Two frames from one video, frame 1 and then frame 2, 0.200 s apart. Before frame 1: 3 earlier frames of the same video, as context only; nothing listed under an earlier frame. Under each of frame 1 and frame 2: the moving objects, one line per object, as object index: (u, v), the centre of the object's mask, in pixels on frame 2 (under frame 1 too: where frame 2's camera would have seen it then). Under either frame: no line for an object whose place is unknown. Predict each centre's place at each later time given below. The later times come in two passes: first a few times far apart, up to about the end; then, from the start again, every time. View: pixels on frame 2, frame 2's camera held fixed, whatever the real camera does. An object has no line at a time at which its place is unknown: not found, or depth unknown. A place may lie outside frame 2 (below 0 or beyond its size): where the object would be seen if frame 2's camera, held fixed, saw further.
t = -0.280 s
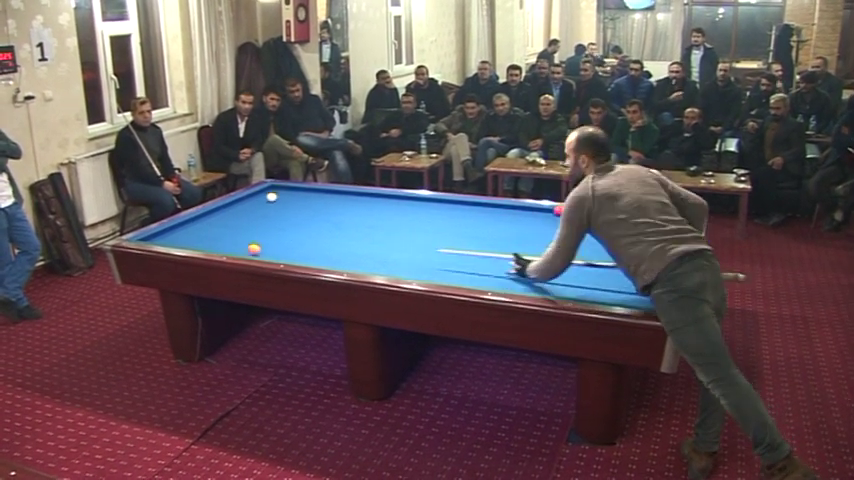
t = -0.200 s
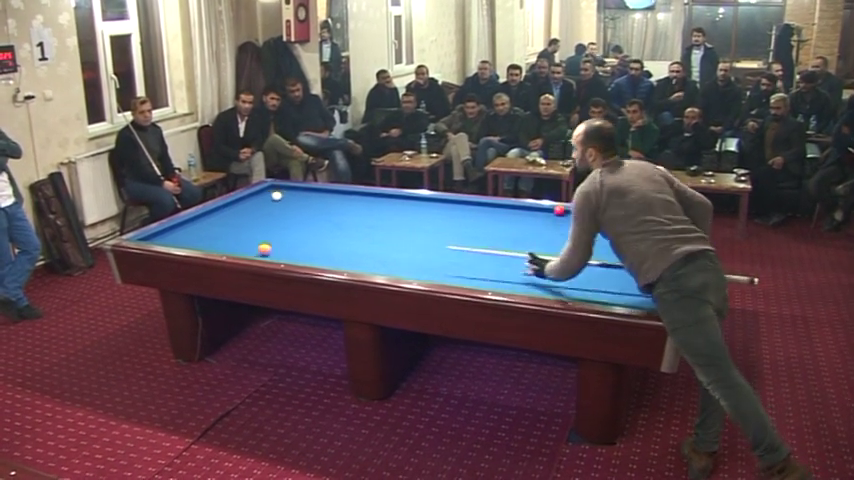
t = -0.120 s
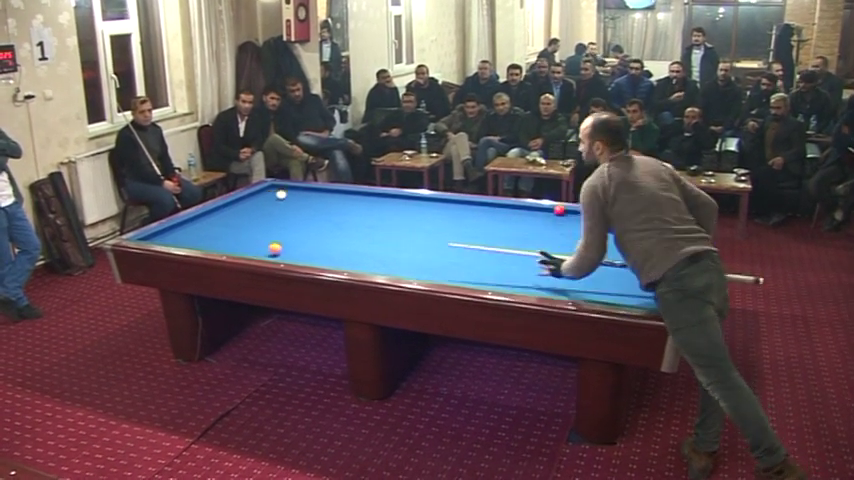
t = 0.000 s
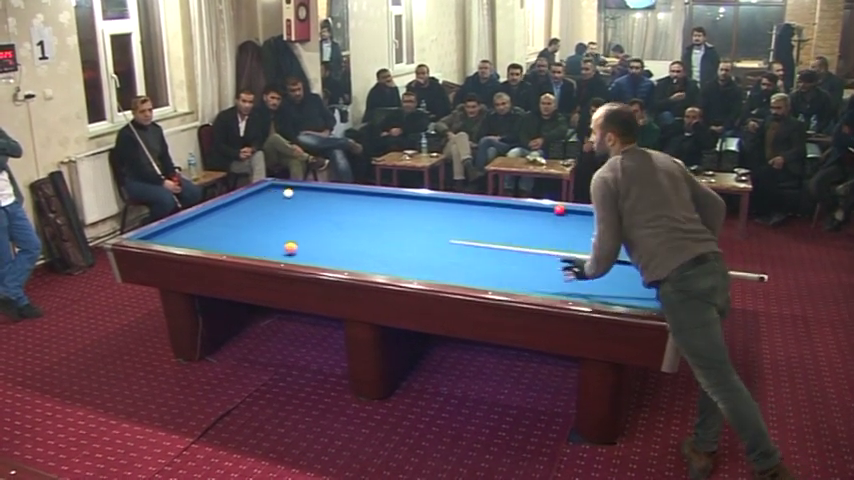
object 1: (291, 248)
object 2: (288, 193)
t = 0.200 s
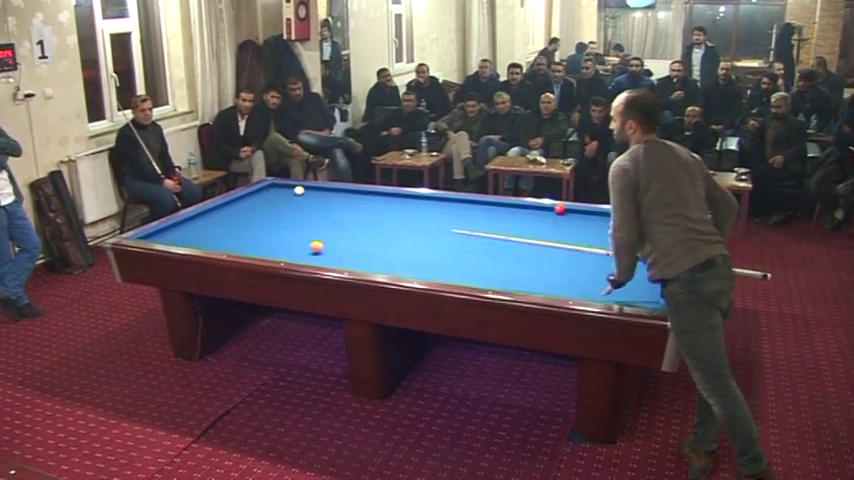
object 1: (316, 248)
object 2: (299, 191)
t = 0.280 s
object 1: (327, 248)
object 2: (303, 190)
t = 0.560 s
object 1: (363, 247)
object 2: (315, 188)
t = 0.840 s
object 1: (398, 246)
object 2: (317, 191)
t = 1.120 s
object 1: (433, 245)
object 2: (319, 193)
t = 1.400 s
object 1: (467, 245)
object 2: (321, 195)
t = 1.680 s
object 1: (500, 244)
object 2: (323, 198)
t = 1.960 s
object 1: (532, 244)
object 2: (325, 200)
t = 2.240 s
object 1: (564, 243)
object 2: (327, 202)
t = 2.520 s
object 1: (593, 241)
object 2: (328, 204)
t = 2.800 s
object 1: (622, 242)
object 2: (330, 206)
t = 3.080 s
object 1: (650, 241)
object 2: (332, 208)
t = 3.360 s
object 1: (670, 240)
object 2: (333, 210)
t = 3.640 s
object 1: (657, 236)
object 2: (335, 212)
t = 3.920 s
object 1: (643, 231)
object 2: (336, 213)
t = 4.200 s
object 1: (630, 227)
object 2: (337, 215)
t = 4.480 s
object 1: (619, 223)
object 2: (338, 217)
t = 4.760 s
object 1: (608, 220)
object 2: (339, 218)
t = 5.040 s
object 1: (598, 216)
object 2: (340, 219)
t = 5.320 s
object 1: (588, 213)
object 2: (340, 220)
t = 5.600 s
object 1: (580, 211)
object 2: (341, 221)
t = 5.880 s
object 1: (571, 212)
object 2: (341, 221)
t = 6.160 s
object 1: (563, 212)
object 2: (341, 222)
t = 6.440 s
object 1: (558, 212)
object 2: (341, 222)
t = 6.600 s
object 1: (552, 213)
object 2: (341, 222)
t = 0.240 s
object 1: (322, 248)
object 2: (301, 190)
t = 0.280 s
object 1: (327, 248)
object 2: (303, 190)
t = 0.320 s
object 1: (332, 248)
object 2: (305, 190)
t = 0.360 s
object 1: (337, 248)
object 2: (308, 189)
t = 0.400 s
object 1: (343, 248)
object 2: (310, 188)
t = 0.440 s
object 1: (348, 248)
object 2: (312, 188)
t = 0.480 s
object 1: (353, 247)
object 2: (313, 188)
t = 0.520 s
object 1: (358, 247)
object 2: (314, 188)
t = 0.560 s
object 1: (363, 247)
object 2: (315, 188)
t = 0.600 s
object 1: (368, 247)
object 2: (315, 188)
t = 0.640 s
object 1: (373, 247)
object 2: (315, 189)
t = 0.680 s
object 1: (378, 247)
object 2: (316, 189)
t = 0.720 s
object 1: (383, 246)
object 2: (316, 189)
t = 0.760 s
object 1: (388, 247)
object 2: (316, 190)
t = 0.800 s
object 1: (393, 246)
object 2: (317, 190)
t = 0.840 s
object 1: (398, 246)
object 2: (317, 191)
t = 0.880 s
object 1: (403, 246)
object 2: (317, 191)
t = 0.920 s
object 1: (408, 246)
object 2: (317, 191)
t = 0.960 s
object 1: (413, 246)
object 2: (318, 192)
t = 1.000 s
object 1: (418, 246)
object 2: (318, 192)
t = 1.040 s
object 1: (423, 246)
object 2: (318, 192)
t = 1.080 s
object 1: (428, 245)
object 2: (319, 193)
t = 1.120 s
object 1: (433, 245)
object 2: (319, 193)
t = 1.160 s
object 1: (438, 245)
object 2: (319, 193)
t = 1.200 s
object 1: (443, 245)
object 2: (319, 193)
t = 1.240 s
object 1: (448, 245)
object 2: (320, 194)
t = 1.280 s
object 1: (452, 245)
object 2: (320, 194)
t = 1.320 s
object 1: (457, 245)
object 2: (320, 194)
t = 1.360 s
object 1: (462, 245)
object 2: (321, 195)
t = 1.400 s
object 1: (467, 245)
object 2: (321, 195)
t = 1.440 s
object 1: (471, 244)
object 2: (321, 196)
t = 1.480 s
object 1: (476, 245)
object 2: (321, 196)
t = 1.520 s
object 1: (481, 245)
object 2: (322, 196)
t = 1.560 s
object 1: (486, 245)
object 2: (322, 197)
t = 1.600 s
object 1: (490, 245)
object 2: (322, 197)
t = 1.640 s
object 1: (495, 245)
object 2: (323, 198)
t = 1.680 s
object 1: (500, 244)
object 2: (323, 198)
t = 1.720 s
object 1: (504, 244)
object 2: (323, 198)
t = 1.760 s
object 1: (509, 244)
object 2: (323, 198)
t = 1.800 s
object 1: (513, 244)
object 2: (324, 198)
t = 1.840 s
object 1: (519, 244)
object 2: (324, 199)
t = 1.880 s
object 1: (523, 244)
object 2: (324, 199)
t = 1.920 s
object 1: (527, 244)
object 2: (324, 199)
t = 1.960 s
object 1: (532, 244)
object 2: (325, 200)
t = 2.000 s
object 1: (536, 244)
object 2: (325, 200)
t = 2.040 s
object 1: (541, 243)
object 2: (325, 200)
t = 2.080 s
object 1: (546, 243)
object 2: (326, 200)
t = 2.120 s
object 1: (550, 243)
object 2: (326, 201)
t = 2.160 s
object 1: (555, 243)
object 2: (326, 201)
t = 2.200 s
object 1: (559, 243)
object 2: (326, 202)
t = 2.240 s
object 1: (564, 243)
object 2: (327, 202)
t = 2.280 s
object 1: (568, 243)
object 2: (327, 202)
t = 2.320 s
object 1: (572, 243)
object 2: (327, 203)
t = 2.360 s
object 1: (577, 243)
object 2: (327, 203)
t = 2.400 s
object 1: (581, 243)
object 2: (328, 203)
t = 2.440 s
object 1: (586, 242)
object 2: (328, 203)
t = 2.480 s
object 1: (589, 241)
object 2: (328, 204)
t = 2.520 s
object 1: (593, 241)
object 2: (328, 204)
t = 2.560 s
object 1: (597, 241)
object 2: (329, 204)
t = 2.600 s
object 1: (601, 241)
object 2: (329, 205)
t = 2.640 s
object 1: (606, 242)
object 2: (329, 205)
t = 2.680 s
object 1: (610, 242)
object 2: (329, 205)
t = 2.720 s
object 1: (614, 242)
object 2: (330, 205)
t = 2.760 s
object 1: (618, 242)
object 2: (330, 206)
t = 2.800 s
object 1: (622, 242)
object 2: (330, 206)
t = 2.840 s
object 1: (626, 242)
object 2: (330, 206)
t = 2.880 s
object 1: (630, 242)
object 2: (330, 206)
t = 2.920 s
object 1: (634, 242)
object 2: (331, 207)
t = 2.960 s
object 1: (638, 242)
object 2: (331, 208)
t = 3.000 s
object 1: (643, 241)
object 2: (331, 208)
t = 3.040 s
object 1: (646, 241)
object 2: (331, 208)
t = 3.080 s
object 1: (650, 241)
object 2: (332, 208)
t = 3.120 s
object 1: (654, 242)
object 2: (332, 208)
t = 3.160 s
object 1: (658, 241)
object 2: (332, 209)
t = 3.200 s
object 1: (662, 242)
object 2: (332, 209)
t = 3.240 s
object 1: (665, 241)
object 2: (333, 209)
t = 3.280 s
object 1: (669, 241)
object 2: (333, 209)
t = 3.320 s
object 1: (672, 241)
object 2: (333, 210)
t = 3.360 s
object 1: (670, 240)
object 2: (333, 210)
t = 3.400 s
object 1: (667, 239)
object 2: (333, 210)
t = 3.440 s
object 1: (666, 239)
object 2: (333, 210)
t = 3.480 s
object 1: (664, 238)
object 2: (334, 211)
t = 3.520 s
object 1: (662, 237)
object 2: (333, 211)
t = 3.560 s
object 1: (660, 237)
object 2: (334, 211)
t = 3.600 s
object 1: (658, 236)
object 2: (334, 212)
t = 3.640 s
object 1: (657, 236)
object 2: (335, 212)
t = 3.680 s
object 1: (654, 235)
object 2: (335, 212)
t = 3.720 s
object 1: (652, 234)
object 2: (335, 212)
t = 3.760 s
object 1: (650, 234)
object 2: (335, 212)
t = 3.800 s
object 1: (648, 233)
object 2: (335, 213)
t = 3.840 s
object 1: (646, 232)
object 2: (336, 213)
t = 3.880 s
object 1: (645, 232)
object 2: (336, 213)
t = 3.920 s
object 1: (643, 231)
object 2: (336, 213)
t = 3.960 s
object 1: (641, 230)
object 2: (336, 214)
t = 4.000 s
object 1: (639, 230)
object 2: (336, 214)
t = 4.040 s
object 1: (637, 229)
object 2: (337, 214)
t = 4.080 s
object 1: (636, 229)
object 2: (336, 214)
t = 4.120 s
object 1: (634, 228)
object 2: (337, 215)
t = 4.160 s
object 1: (632, 228)
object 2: (337, 215)
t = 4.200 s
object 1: (630, 227)
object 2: (337, 215)
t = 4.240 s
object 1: (629, 226)
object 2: (337, 215)
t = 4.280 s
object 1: (627, 226)
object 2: (337, 216)
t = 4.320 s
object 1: (625, 225)
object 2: (338, 216)
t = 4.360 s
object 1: (624, 225)
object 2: (338, 216)
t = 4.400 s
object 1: (622, 224)
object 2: (338, 216)
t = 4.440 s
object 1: (620, 224)
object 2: (338, 217)
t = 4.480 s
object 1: (619, 223)
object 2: (338, 217)
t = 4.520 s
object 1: (617, 223)
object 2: (338, 217)
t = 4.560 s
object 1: (616, 222)
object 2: (338, 217)
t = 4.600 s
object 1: (614, 221)
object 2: (338, 217)
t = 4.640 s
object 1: (613, 221)
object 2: (338, 217)
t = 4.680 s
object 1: (611, 221)
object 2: (338, 217)
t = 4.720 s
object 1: (610, 220)
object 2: (339, 218)
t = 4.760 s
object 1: (608, 220)
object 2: (339, 218)
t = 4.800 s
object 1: (607, 219)
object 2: (339, 218)
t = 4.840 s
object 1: (605, 219)
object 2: (339, 218)
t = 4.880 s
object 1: (604, 218)
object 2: (339, 218)
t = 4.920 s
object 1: (602, 217)
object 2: (339, 218)
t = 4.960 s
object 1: (601, 217)
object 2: (339, 218)
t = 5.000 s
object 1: (600, 216)
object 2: (340, 218)
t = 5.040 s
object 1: (598, 216)
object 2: (340, 219)
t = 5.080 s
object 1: (597, 215)
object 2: (340, 219)
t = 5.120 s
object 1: (595, 215)
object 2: (340, 219)
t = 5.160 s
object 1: (594, 214)
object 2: (340, 219)
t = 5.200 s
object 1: (593, 214)
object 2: (340, 219)
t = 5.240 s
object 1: (591, 214)
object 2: (340, 220)
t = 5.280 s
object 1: (590, 213)
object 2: (340, 220)
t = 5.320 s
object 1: (588, 213)
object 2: (340, 220)
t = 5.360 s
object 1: (587, 212)
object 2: (340, 220)
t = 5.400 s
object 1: (586, 212)
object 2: (340, 220)
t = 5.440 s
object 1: (584, 211)
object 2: (340, 220)
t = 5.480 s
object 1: (583, 211)
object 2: (340, 220)
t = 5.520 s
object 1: (582, 212)
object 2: (340, 220)
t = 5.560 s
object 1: (581, 211)
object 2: (340, 221)
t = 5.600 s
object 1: (580, 211)
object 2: (341, 221)
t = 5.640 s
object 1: (578, 211)
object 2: (341, 221)
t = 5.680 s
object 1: (577, 211)
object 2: (340, 221)
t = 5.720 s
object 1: (576, 212)
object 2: (340, 221)
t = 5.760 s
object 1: (575, 212)
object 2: (340, 221)
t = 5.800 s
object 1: (573, 212)
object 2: (340, 221)
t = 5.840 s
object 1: (573, 212)
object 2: (341, 221)
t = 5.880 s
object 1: (571, 212)
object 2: (341, 221)
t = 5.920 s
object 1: (570, 212)
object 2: (341, 221)
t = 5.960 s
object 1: (569, 212)
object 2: (341, 222)
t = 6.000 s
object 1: (568, 212)
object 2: (341, 222)
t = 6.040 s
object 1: (566, 212)
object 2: (341, 222)
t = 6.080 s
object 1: (566, 212)
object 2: (341, 221)
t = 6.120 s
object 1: (565, 212)
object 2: (341, 222)
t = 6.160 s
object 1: (563, 212)
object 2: (341, 222)
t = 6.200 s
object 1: (562, 212)
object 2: (341, 222)
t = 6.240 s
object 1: (561, 212)
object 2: (341, 222)
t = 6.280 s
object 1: (561, 212)
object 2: (341, 222)
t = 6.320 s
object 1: (560, 211)
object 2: (341, 222)
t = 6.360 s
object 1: (559, 212)
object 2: (341, 222)
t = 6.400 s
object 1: (558, 212)
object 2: (341, 222)
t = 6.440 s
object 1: (558, 212)
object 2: (341, 222)
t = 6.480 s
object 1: (557, 212)
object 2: (341, 222)
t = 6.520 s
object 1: (556, 212)
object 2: (341, 222)
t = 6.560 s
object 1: (553, 212)
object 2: (341, 222)
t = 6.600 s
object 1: (552, 213)
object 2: (341, 222)
